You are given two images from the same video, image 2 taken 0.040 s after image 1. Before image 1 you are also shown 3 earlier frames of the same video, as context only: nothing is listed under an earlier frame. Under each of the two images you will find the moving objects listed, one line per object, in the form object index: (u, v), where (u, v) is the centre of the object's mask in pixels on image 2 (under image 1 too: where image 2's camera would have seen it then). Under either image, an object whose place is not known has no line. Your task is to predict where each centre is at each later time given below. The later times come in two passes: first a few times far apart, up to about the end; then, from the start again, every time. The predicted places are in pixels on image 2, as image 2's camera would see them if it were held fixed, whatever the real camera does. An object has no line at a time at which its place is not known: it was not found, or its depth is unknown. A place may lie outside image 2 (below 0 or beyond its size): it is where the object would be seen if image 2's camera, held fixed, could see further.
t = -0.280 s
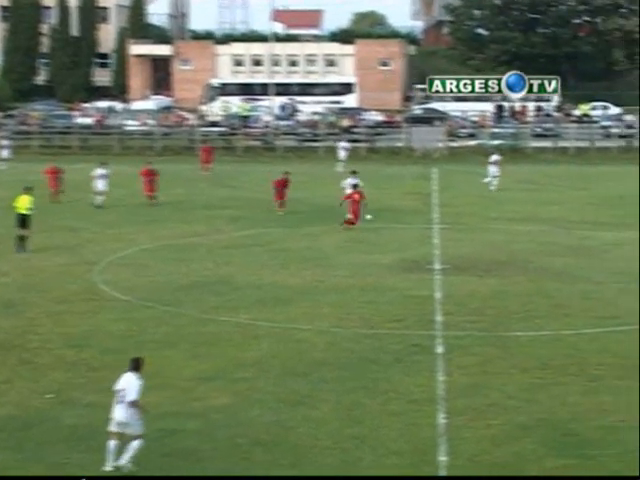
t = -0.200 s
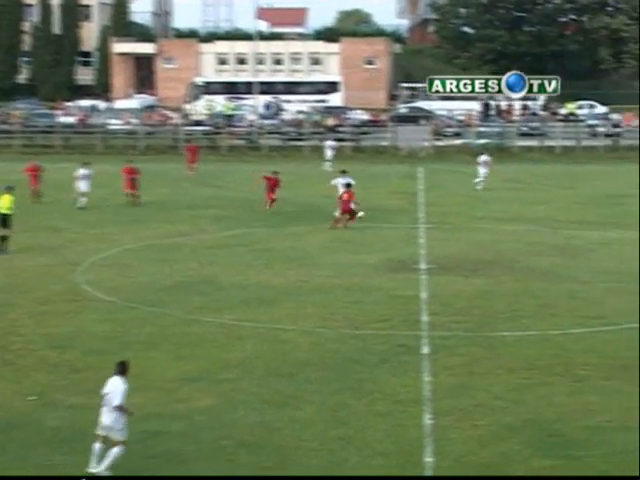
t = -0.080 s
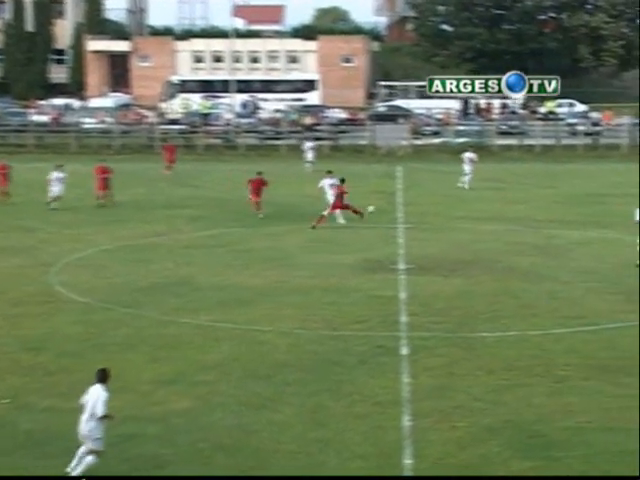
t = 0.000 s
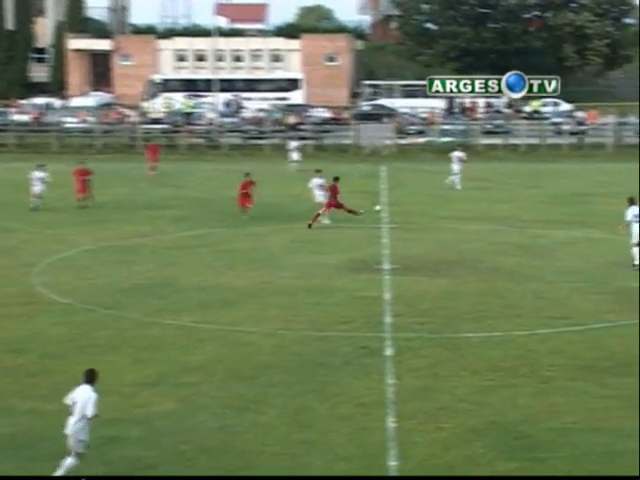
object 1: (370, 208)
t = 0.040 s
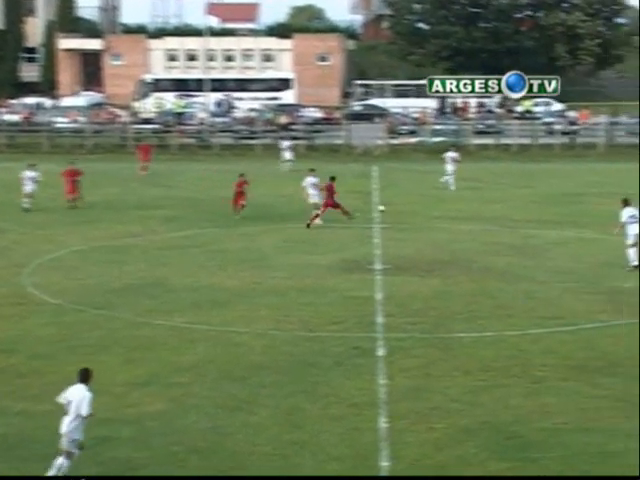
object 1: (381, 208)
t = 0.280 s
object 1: (449, 220)
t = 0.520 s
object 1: (512, 235)
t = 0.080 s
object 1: (392, 208)
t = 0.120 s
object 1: (404, 209)
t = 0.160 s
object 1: (415, 211)
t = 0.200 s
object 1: (426, 214)
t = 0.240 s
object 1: (438, 216)
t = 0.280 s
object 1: (449, 220)
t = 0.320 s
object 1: (460, 223)
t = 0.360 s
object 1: (473, 228)
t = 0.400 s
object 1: (486, 234)
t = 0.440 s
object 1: (496, 236)
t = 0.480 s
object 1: (505, 235)
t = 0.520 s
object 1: (512, 235)
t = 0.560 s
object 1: (521, 235)
